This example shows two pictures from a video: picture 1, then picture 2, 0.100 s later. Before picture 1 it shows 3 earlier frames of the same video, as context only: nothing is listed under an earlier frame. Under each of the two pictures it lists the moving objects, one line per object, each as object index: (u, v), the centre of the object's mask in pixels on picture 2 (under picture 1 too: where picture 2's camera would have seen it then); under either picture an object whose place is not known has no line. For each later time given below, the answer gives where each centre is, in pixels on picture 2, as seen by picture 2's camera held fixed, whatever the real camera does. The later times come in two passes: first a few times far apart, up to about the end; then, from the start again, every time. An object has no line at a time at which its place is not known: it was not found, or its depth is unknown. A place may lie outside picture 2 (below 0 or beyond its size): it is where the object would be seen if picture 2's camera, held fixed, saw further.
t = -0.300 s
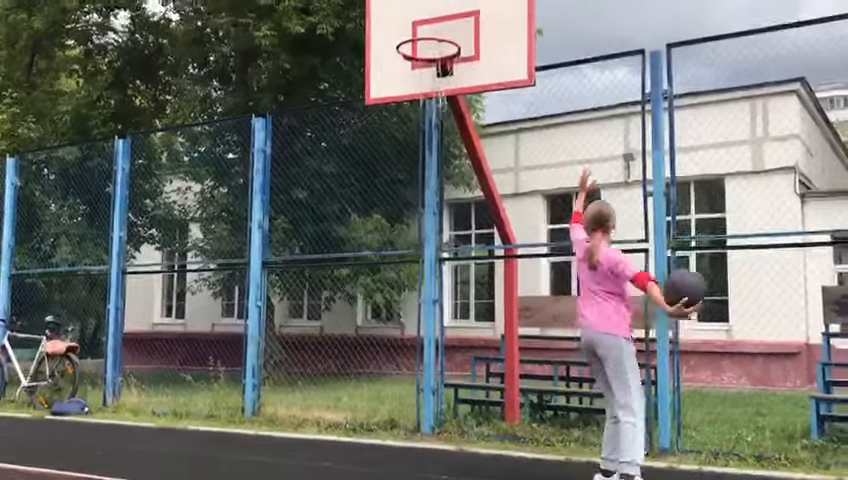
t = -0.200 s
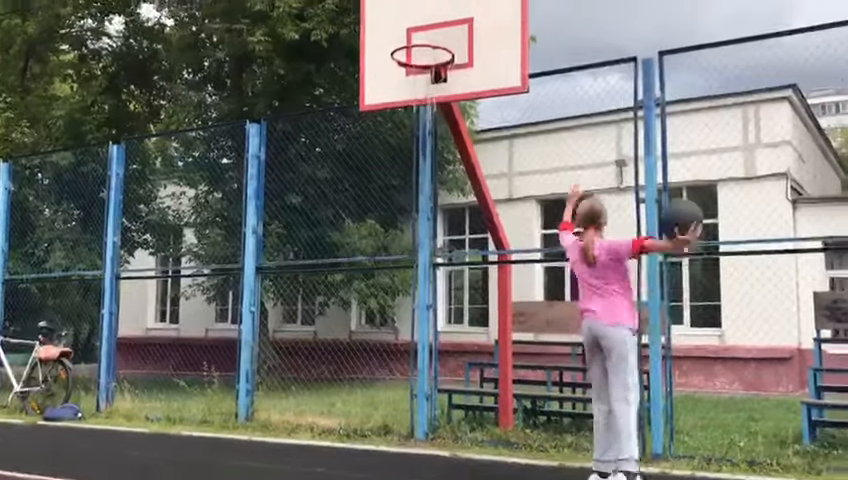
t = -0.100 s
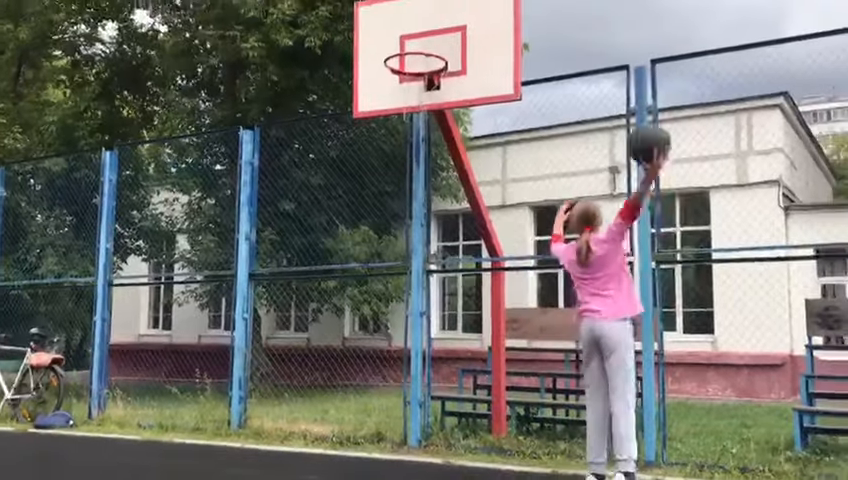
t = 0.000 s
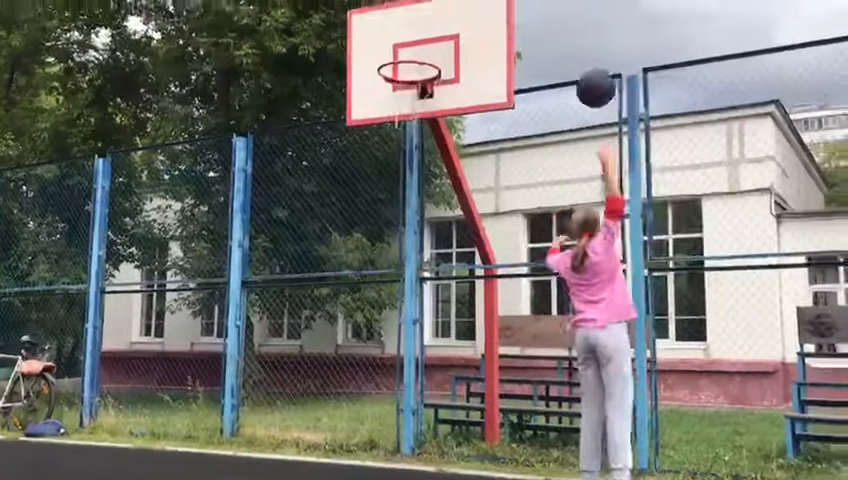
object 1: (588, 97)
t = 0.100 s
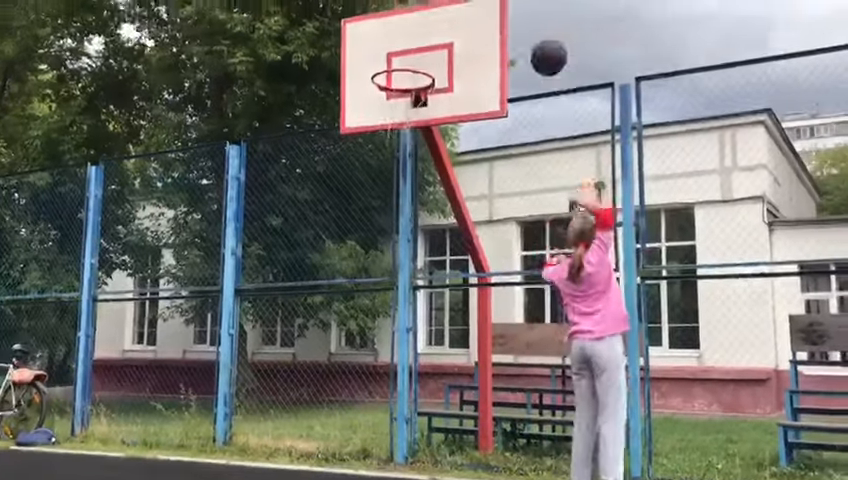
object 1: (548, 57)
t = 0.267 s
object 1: (494, 34)
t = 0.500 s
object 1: (435, 63)
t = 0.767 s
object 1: (383, 94)
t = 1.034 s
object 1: (401, 108)
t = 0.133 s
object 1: (537, 49)
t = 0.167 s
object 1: (525, 43)
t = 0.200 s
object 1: (514, 38)
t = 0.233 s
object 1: (504, 36)
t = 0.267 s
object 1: (494, 34)
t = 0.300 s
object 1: (484, 34)
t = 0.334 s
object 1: (475, 36)
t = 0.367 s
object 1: (467, 39)
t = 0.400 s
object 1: (459, 43)
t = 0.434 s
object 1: (451, 48)
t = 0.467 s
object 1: (443, 55)
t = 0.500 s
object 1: (435, 63)
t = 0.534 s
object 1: (428, 70)
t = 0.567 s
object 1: (418, 73)
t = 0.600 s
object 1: (409, 75)
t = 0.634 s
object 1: (400, 79)
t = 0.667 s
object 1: (391, 84)
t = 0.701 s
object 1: (384, 87)
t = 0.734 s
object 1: (384, 92)
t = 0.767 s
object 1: (383, 94)
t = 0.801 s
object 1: (384, 90)
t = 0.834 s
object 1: (385, 88)
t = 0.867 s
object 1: (387, 89)
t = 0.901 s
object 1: (389, 91)
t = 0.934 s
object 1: (392, 94)
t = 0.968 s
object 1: (394, 98)
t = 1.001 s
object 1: (397, 103)
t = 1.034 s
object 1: (401, 108)
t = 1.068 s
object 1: (404, 115)
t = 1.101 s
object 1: (407, 123)
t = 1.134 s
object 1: (409, 136)
